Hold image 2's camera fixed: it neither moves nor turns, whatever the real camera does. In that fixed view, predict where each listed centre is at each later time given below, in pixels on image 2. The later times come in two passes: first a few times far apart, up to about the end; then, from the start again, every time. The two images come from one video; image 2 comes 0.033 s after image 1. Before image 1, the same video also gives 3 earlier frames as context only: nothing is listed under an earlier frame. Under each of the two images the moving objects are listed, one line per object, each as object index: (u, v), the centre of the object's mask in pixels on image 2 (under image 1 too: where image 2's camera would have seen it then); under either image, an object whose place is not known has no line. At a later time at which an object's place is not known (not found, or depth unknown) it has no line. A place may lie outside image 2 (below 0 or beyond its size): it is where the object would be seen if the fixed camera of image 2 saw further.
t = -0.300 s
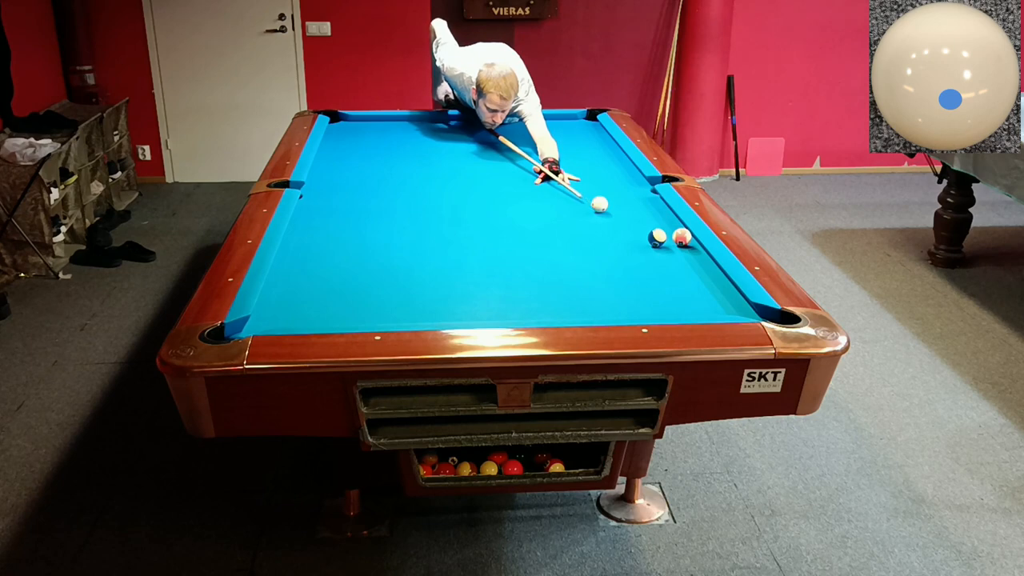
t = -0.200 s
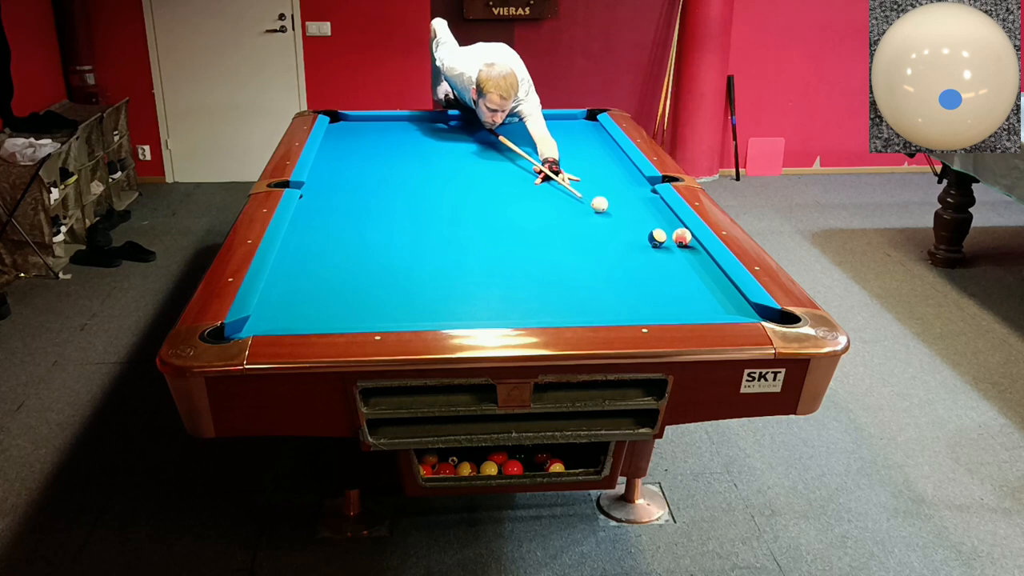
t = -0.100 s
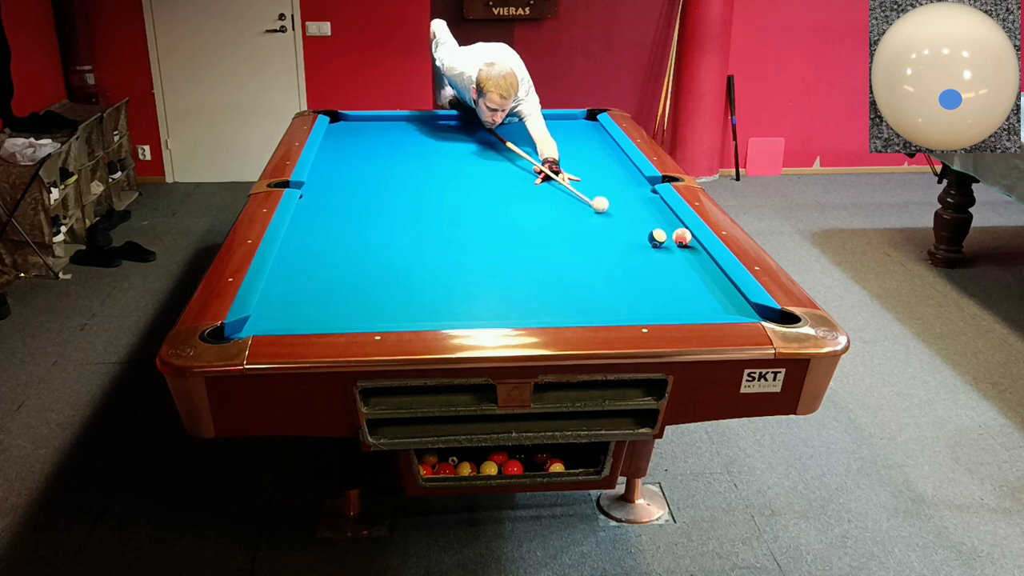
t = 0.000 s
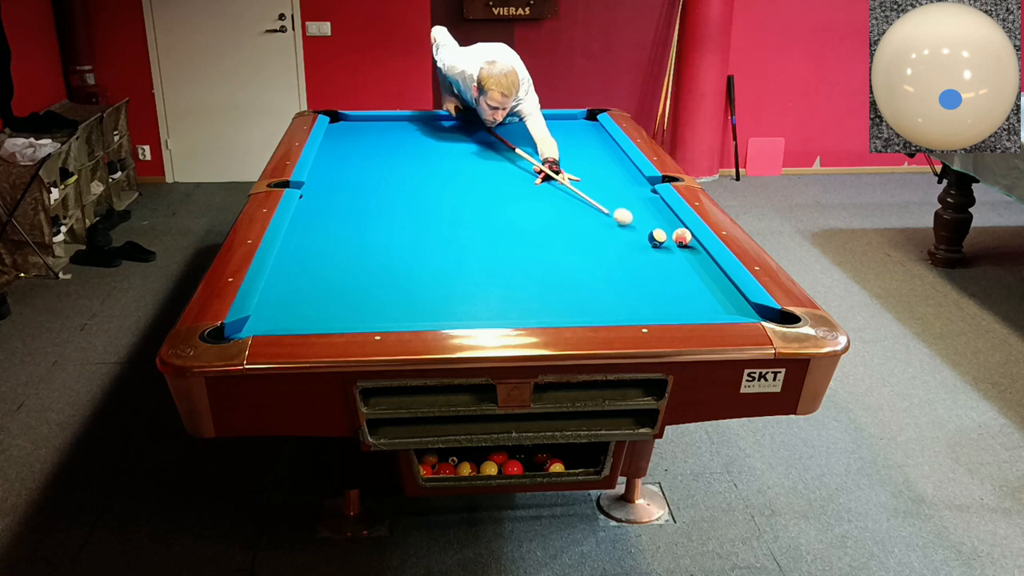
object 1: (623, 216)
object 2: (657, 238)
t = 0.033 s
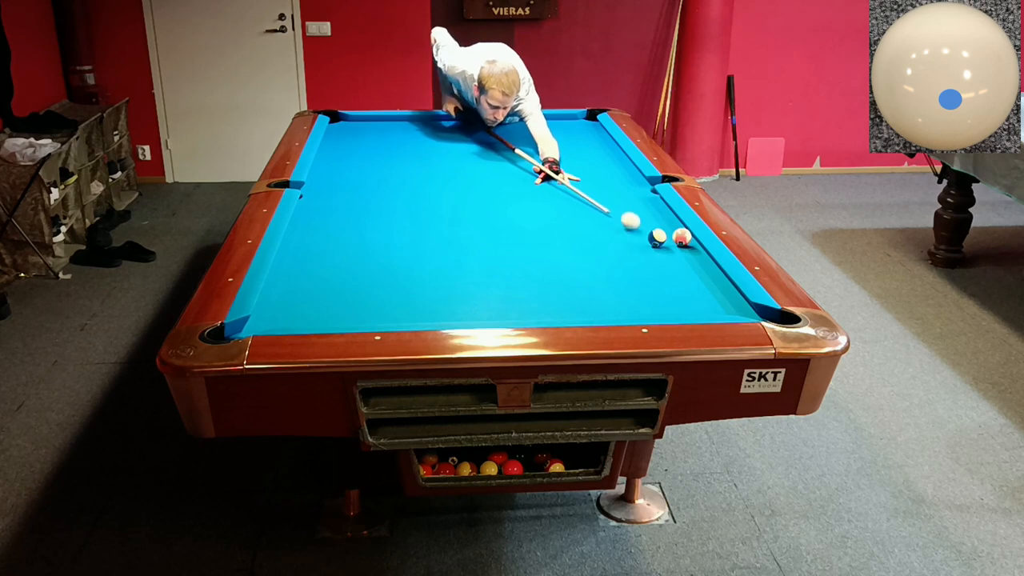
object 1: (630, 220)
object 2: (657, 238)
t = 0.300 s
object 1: (656, 229)
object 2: (678, 256)
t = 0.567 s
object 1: (663, 226)
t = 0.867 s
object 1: (668, 223)
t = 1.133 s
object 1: (672, 220)
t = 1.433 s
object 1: (667, 218)
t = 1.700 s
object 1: (664, 217)
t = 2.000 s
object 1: (662, 216)
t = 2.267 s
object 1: (660, 216)
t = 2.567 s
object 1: (659, 216)
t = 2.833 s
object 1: (659, 216)
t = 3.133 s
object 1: (659, 216)
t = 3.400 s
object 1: (659, 216)
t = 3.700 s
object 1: (659, 216)
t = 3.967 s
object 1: (659, 216)
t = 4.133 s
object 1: (659, 216)
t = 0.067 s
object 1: (638, 224)
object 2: (657, 238)
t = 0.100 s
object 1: (644, 228)
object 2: (657, 238)
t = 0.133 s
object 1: (649, 230)
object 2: (658, 238)
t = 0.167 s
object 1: (652, 231)
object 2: (663, 243)
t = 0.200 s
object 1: (654, 231)
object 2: (667, 247)
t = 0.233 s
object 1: (654, 231)
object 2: (670, 250)
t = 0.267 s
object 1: (655, 230)
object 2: (673, 253)
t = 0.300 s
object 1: (656, 229)
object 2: (678, 256)
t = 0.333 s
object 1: (657, 229)
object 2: (682, 260)
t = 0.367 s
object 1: (658, 229)
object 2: (686, 263)
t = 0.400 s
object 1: (659, 228)
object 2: (691, 268)
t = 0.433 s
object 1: (660, 228)
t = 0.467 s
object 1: (660, 227)
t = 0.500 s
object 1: (661, 227)
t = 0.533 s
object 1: (662, 226)
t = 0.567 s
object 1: (663, 226)
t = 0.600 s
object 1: (663, 226)
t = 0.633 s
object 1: (664, 225)
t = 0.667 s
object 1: (665, 225)
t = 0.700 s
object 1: (665, 224)
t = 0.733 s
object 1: (666, 224)
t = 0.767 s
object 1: (667, 224)
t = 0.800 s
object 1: (667, 223)
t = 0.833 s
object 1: (668, 223)
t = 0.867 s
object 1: (668, 223)
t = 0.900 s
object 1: (669, 222)
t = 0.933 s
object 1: (669, 222)
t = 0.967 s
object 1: (670, 222)
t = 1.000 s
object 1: (670, 221)
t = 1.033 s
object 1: (671, 221)
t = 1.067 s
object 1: (672, 221)
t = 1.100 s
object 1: (672, 220)
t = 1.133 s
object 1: (672, 220)
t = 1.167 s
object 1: (672, 220)
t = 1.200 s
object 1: (671, 220)
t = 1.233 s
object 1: (670, 219)
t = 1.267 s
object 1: (670, 219)
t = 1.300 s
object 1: (669, 219)
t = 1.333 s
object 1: (669, 219)
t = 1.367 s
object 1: (669, 219)
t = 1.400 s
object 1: (668, 219)
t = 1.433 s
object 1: (667, 218)
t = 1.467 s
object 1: (667, 218)
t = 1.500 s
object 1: (667, 218)
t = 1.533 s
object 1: (666, 218)
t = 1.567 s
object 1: (666, 218)
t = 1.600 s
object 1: (665, 217)
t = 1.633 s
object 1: (665, 217)
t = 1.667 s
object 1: (665, 217)
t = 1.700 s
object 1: (664, 217)
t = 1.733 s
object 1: (664, 217)
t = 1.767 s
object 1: (664, 217)
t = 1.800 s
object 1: (663, 217)
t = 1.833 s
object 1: (663, 216)
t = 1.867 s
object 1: (663, 216)
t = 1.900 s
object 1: (663, 216)
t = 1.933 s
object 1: (662, 216)
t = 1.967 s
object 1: (662, 216)
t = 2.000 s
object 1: (662, 216)
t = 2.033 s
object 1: (662, 216)
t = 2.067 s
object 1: (662, 216)
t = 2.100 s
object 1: (661, 216)
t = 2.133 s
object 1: (661, 216)
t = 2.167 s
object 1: (661, 216)
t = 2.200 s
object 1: (661, 216)
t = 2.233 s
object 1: (660, 215)
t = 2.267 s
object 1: (660, 216)
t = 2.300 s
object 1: (660, 216)
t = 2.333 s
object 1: (660, 216)
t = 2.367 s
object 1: (660, 216)
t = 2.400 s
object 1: (660, 216)
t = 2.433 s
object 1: (660, 216)
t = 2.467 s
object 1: (660, 216)
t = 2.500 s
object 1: (660, 216)
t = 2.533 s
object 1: (659, 216)
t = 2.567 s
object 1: (659, 216)
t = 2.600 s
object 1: (659, 216)
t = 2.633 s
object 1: (659, 216)
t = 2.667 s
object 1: (659, 216)
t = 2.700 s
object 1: (659, 216)
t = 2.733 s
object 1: (659, 216)
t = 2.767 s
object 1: (659, 216)
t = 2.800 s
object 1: (659, 216)
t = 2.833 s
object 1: (659, 216)
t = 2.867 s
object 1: (659, 216)
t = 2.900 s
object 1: (659, 216)
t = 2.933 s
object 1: (659, 216)
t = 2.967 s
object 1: (659, 216)
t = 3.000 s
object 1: (659, 216)
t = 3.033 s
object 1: (659, 216)
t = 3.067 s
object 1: (659, 216)
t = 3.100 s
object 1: (659, 216)
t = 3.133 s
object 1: (659, 216)
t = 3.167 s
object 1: (659, 216)
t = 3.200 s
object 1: (659, 216)
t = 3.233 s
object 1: (659, 216)
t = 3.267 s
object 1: (659, 216)
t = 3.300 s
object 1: (659, 216)
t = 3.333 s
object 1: (659, 216)
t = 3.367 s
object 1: (659, 216)
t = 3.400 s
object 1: (659, 216)
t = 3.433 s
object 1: (659, 216)
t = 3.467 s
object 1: (659, 216)
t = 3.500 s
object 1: (659, 216)
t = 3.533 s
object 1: (659, 216)
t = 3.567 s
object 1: (659, 216)
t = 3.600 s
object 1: (659, 216)
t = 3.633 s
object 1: (659, 216)
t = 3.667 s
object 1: (659, 216)
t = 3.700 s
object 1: (659, 216)
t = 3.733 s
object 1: (659, 216)
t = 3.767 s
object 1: (659, 216)
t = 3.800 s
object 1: (659, 216)
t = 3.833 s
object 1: (659, 216)
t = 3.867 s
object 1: (659, 216)
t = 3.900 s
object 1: (659, 216)
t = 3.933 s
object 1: (659, 216)
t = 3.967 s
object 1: (659, 216)
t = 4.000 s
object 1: (659, 216)
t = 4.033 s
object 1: (659, 216)
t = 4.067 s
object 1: (659, 216)
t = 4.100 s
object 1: (659, 216)
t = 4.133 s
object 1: (659, 216)
